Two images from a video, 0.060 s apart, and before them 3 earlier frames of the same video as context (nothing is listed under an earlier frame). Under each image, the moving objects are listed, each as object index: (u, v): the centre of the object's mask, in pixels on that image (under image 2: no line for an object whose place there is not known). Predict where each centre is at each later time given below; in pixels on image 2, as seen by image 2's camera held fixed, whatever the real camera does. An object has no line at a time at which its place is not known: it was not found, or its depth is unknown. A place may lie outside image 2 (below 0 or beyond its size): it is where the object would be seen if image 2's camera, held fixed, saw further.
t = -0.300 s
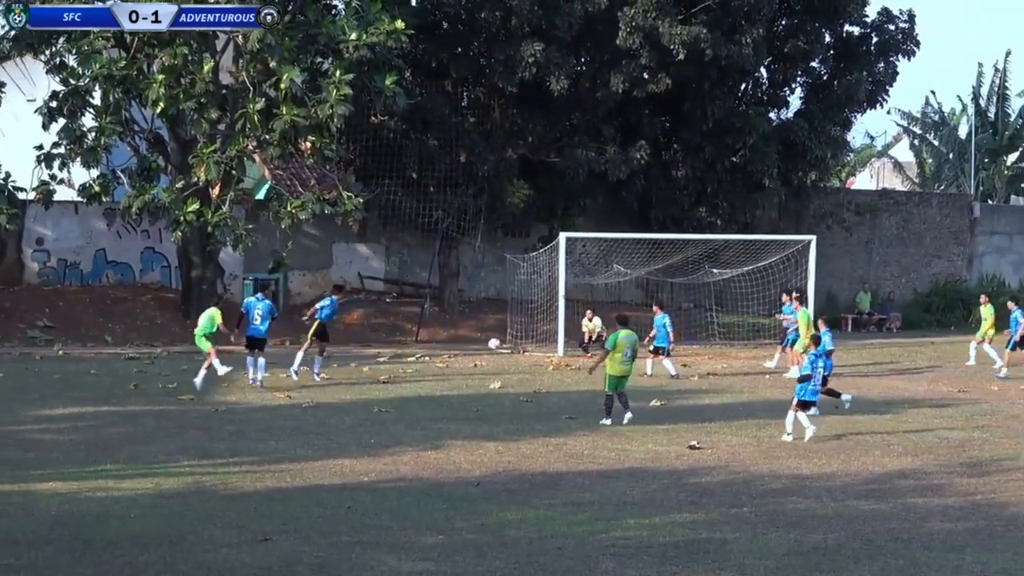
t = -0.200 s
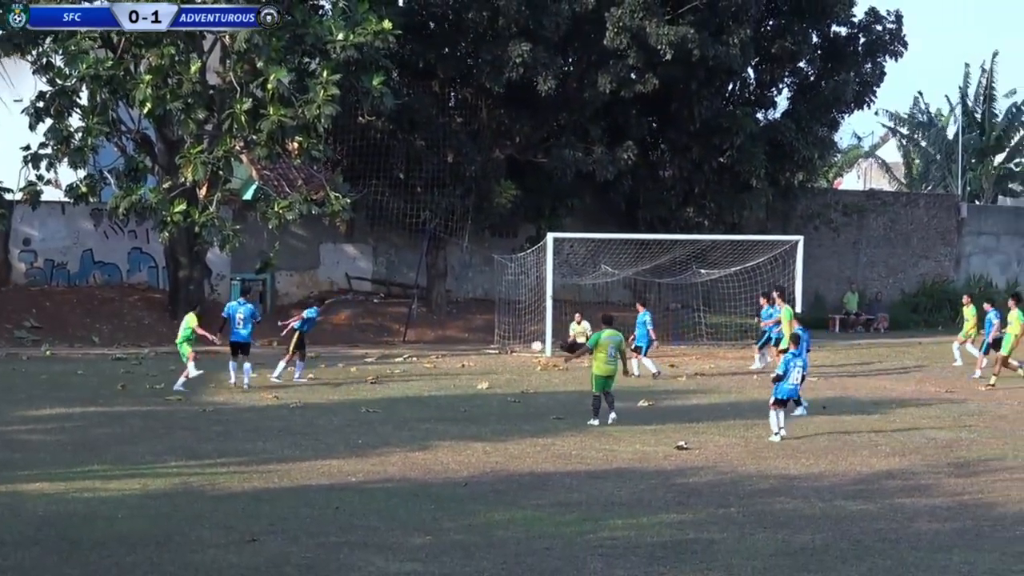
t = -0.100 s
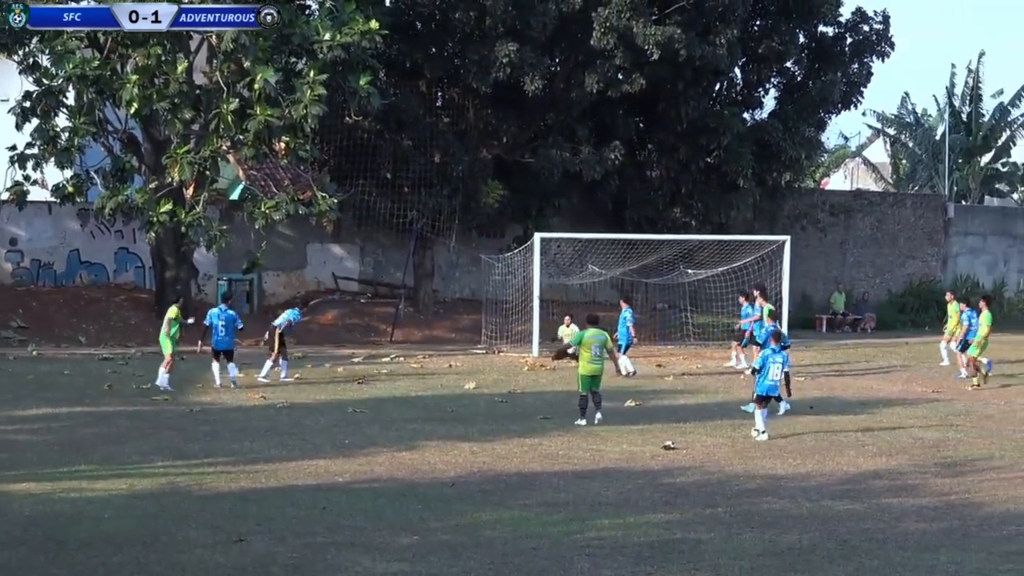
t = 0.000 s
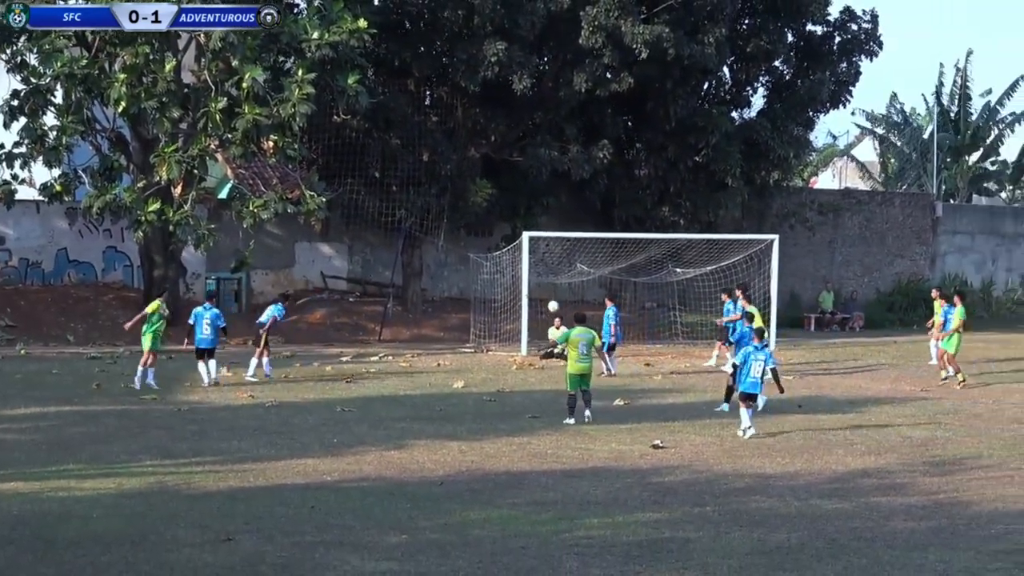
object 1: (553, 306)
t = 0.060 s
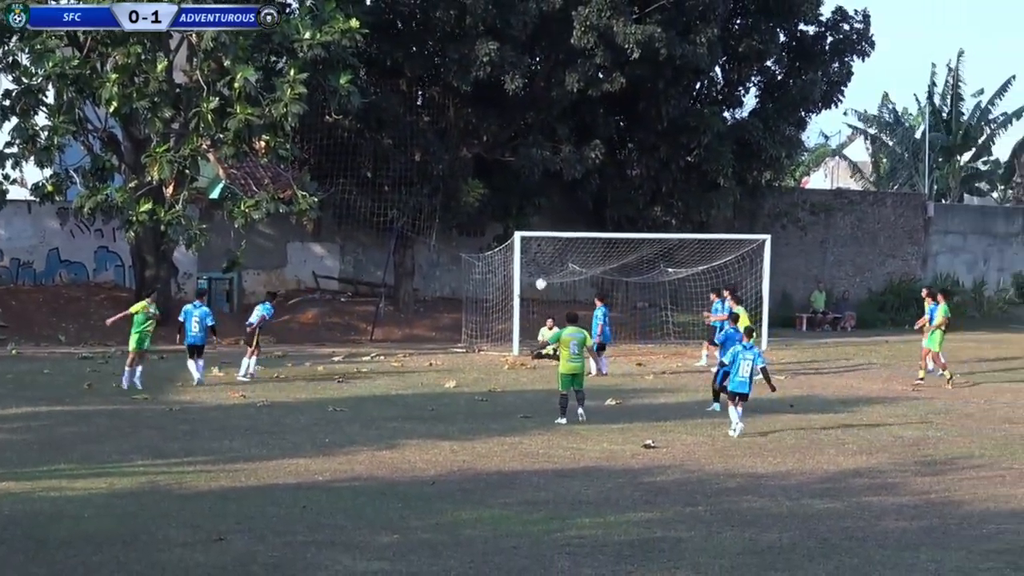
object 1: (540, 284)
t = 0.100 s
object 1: (535, 269)
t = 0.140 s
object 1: (530, 255)
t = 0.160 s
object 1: (529, 249)
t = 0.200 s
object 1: (524, 238)
